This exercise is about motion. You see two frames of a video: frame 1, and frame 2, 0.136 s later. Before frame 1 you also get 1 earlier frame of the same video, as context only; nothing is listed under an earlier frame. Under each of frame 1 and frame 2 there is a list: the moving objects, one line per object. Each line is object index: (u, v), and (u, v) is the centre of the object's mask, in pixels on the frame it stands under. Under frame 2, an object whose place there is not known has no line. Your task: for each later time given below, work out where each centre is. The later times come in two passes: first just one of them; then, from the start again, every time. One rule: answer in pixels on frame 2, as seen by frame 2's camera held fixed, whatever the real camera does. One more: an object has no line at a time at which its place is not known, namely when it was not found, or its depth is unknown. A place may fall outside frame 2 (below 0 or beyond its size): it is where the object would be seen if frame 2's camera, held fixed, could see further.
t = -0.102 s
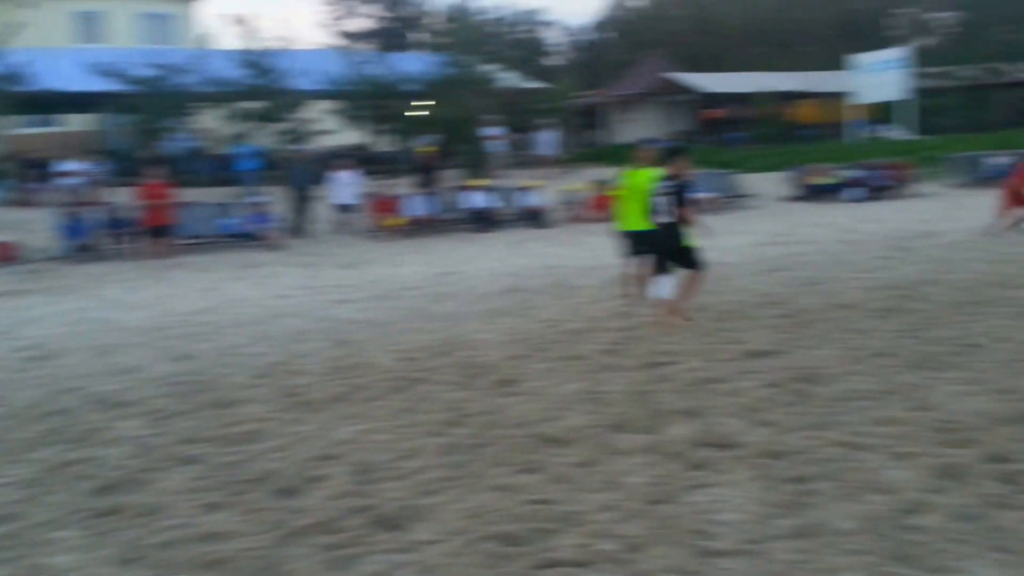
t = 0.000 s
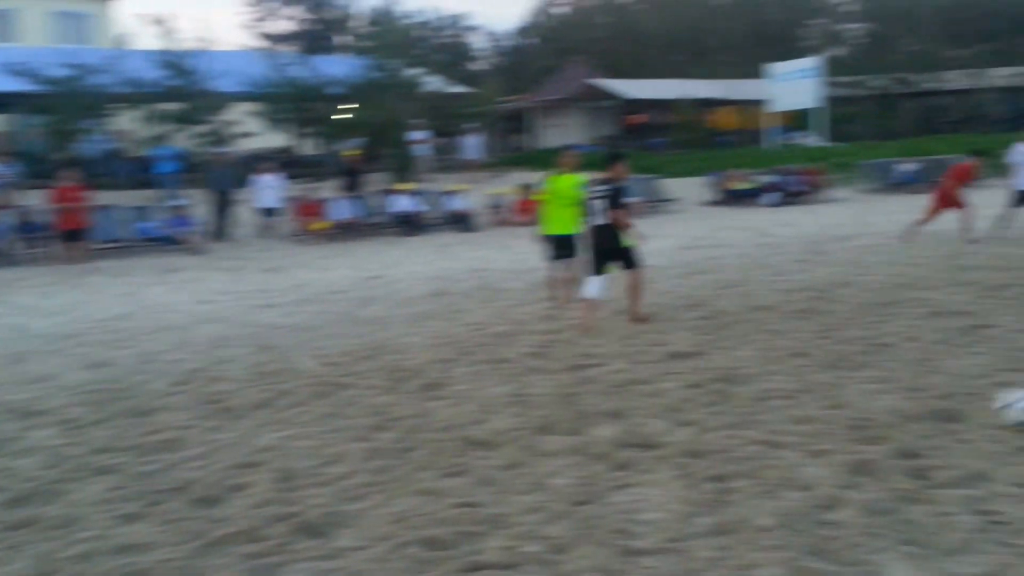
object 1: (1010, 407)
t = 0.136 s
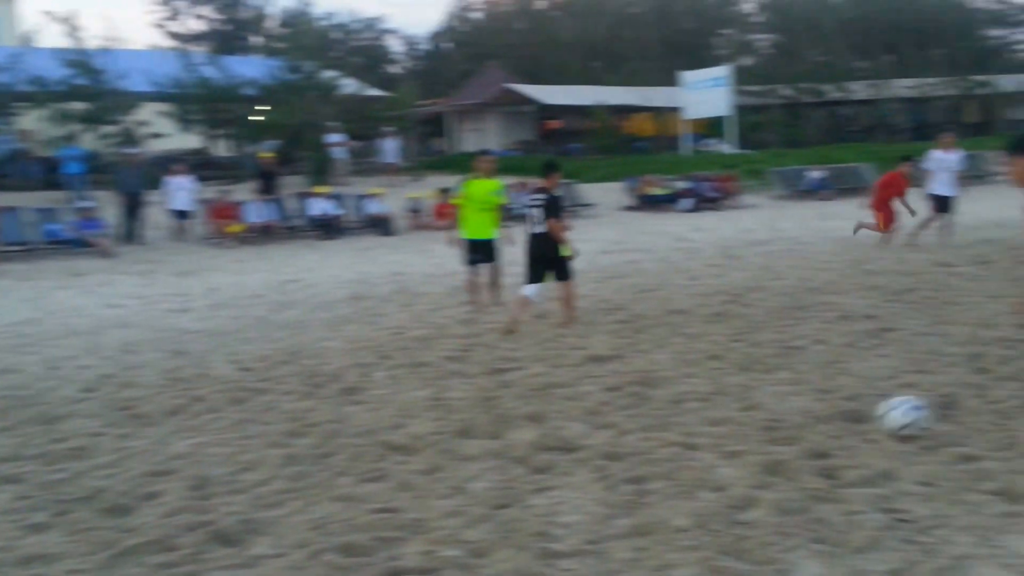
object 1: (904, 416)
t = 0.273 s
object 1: (880, 423)
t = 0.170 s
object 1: (897, 418)
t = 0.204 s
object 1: (891, 420)
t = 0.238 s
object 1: (886, 422)
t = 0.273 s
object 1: (880, 423)
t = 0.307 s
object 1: (875, 424)
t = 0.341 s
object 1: (869, 426)
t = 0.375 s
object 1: (863, 428)
